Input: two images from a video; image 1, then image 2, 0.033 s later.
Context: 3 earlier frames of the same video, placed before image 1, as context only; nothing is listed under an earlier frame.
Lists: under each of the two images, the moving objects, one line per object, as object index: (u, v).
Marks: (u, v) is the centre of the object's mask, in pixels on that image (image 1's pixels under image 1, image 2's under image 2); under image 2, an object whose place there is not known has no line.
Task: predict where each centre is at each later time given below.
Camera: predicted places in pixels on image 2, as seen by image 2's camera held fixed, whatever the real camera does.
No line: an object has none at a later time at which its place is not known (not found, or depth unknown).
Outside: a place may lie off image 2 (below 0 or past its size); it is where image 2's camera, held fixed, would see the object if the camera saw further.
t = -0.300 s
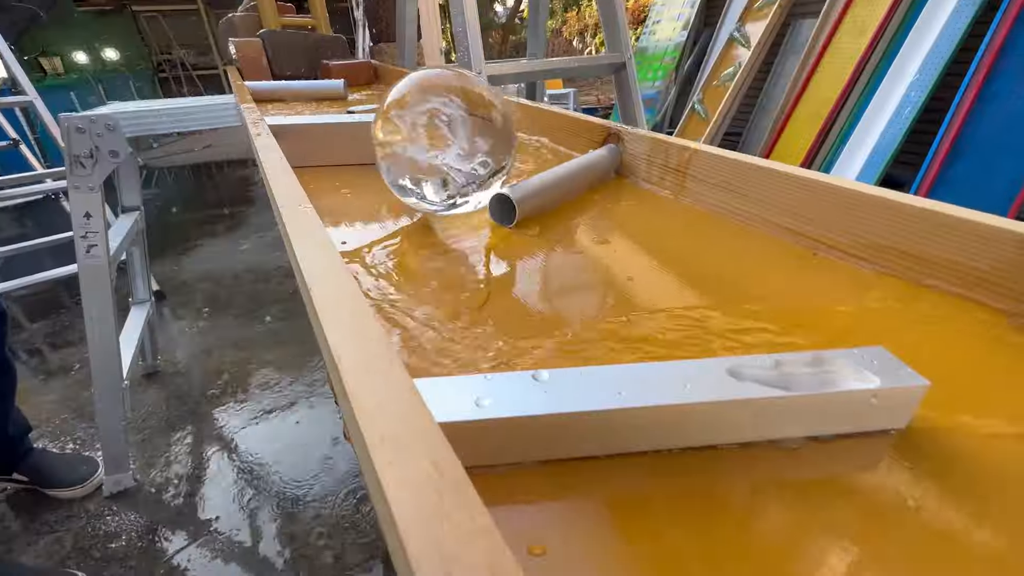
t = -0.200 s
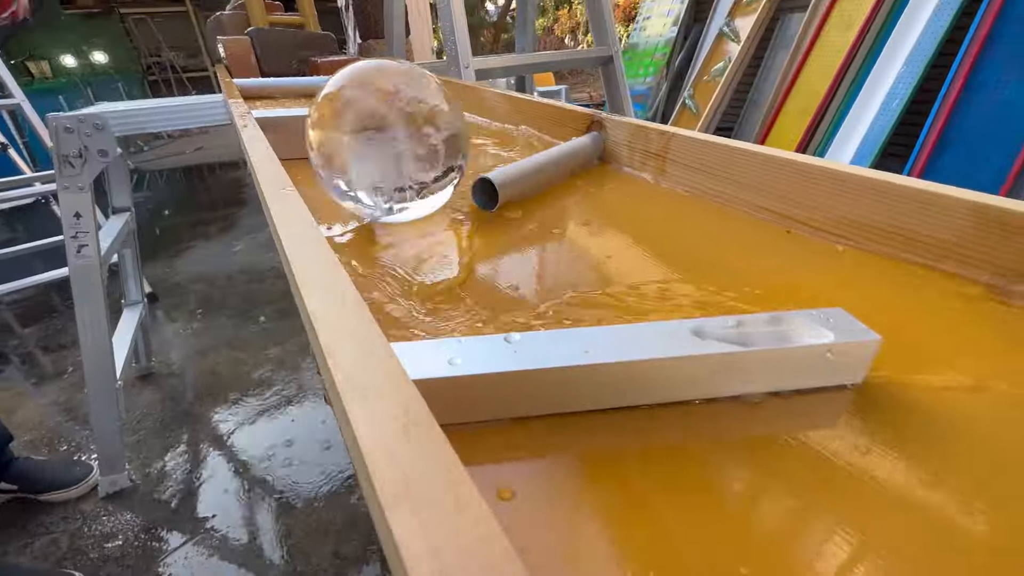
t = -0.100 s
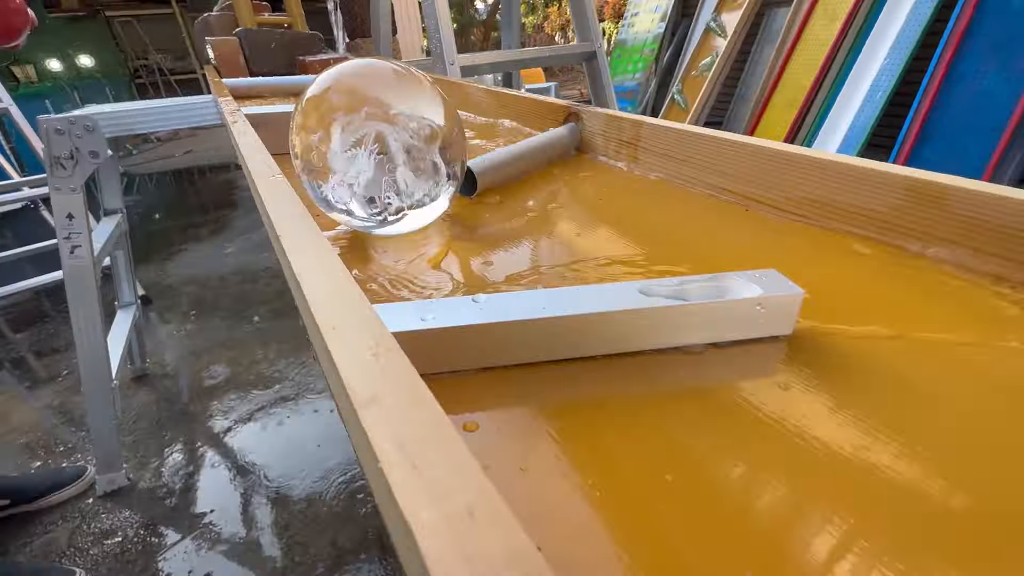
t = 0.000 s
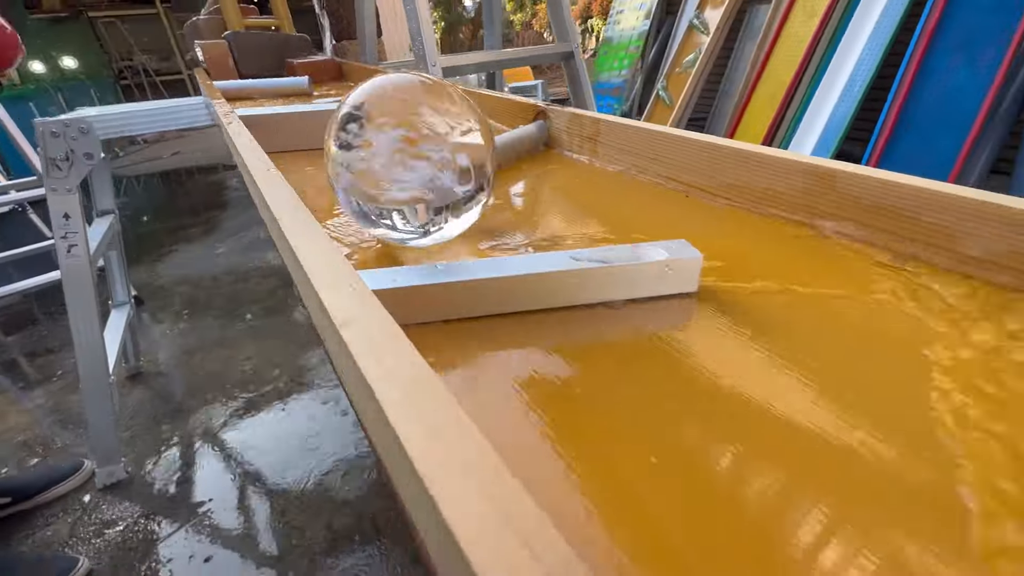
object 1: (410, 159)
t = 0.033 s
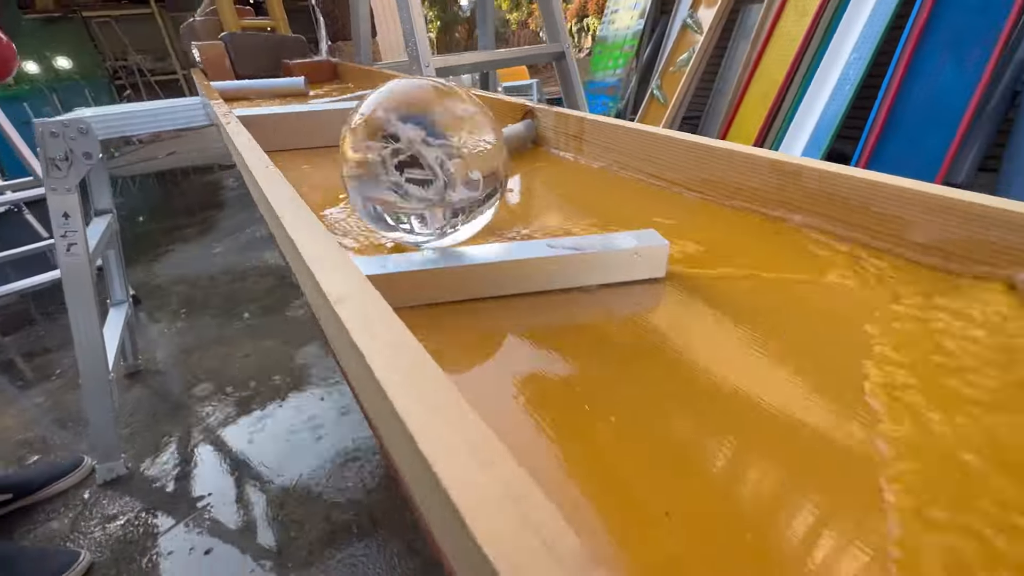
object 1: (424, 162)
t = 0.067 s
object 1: (448, 161)
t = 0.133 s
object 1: (513, 149)
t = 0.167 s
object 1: (539, 147)
